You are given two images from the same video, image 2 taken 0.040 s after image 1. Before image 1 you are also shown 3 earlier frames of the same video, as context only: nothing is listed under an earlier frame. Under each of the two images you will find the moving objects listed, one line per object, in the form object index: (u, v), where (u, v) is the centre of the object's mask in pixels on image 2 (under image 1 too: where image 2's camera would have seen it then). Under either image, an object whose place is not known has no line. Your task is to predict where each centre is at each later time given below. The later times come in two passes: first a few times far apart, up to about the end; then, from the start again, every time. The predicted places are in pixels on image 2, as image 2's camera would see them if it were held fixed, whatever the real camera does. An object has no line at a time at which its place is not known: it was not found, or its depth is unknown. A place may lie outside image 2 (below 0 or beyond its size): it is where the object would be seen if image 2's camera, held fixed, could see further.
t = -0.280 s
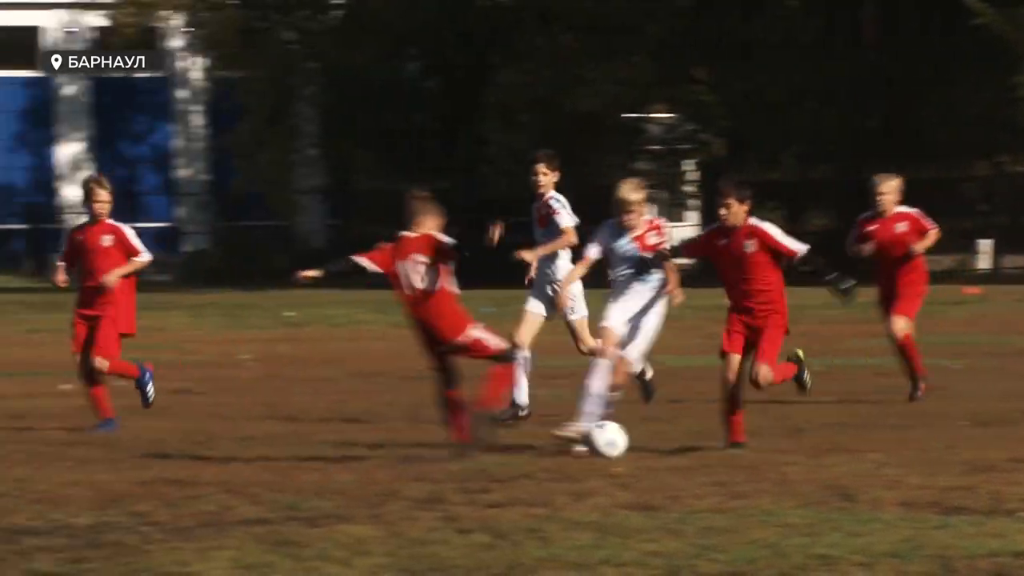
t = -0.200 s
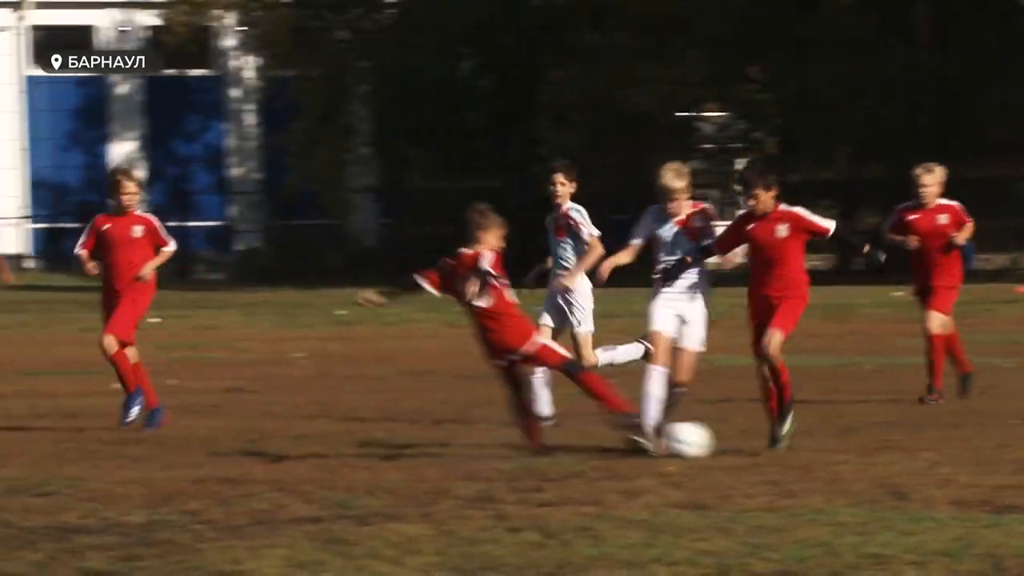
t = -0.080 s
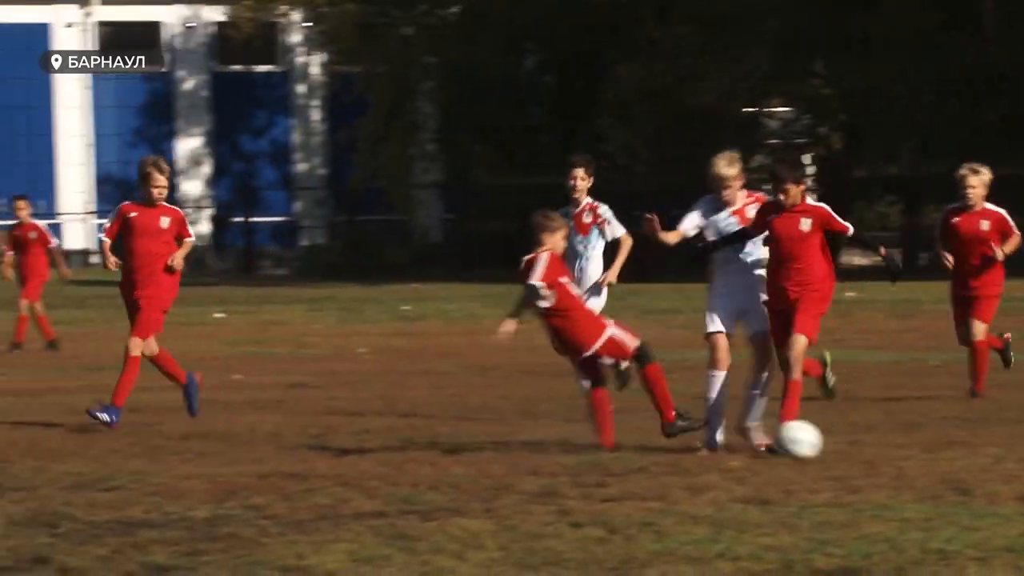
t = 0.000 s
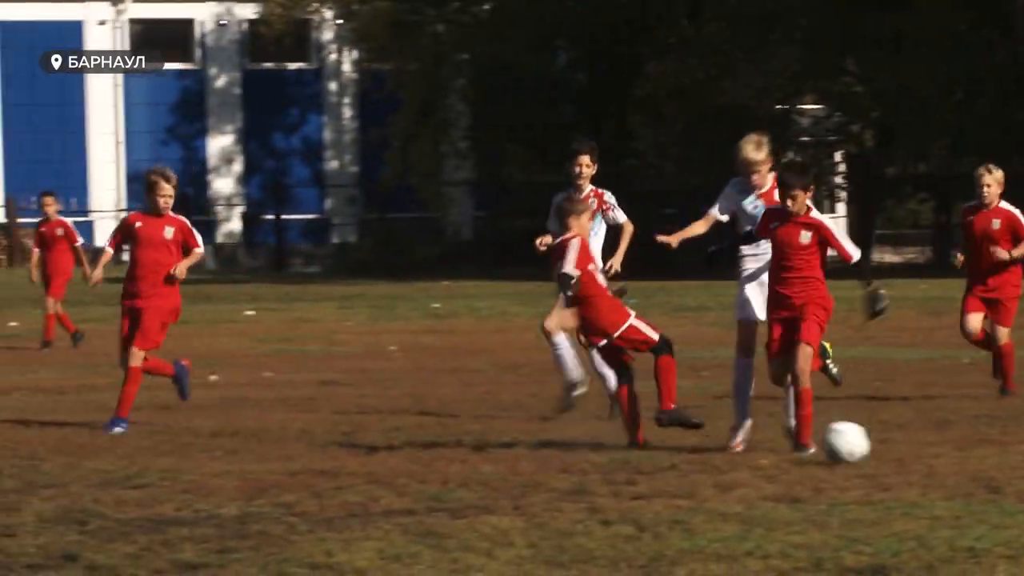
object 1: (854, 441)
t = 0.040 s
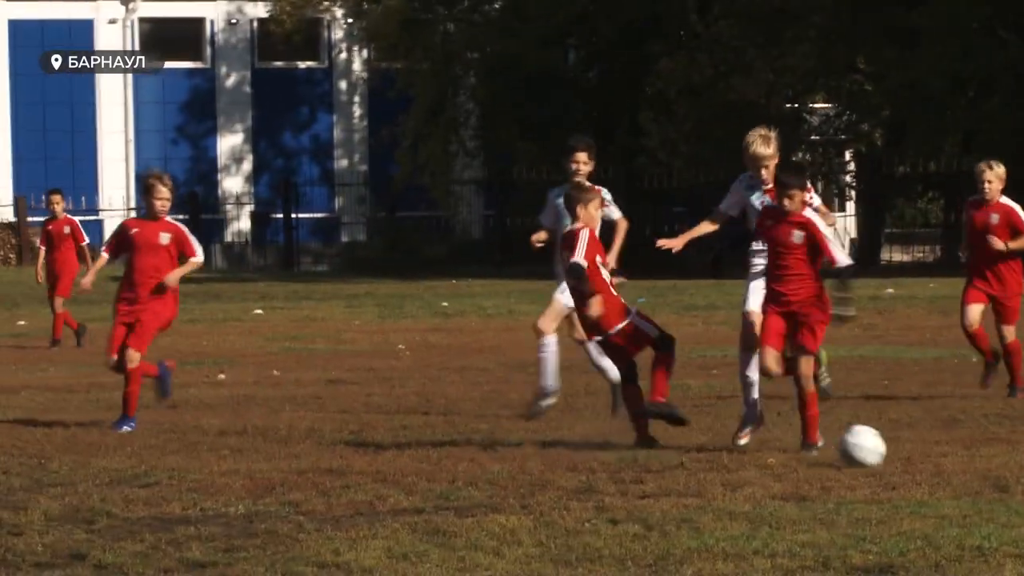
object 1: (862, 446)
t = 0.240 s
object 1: (899, 416)
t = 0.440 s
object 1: (942, 452)
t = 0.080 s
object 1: (872, 449)
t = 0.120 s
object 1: (878, 438)
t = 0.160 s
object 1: (885, 428)
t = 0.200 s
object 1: (891, 420)
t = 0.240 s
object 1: (899, 416)
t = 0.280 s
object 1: (908, 416)
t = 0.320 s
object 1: (915, 418)
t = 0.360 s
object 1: (923, 425)
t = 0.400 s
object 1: (932, 437)
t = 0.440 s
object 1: (942, 452)
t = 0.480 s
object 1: (951, 471)
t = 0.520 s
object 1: (960, 472)
